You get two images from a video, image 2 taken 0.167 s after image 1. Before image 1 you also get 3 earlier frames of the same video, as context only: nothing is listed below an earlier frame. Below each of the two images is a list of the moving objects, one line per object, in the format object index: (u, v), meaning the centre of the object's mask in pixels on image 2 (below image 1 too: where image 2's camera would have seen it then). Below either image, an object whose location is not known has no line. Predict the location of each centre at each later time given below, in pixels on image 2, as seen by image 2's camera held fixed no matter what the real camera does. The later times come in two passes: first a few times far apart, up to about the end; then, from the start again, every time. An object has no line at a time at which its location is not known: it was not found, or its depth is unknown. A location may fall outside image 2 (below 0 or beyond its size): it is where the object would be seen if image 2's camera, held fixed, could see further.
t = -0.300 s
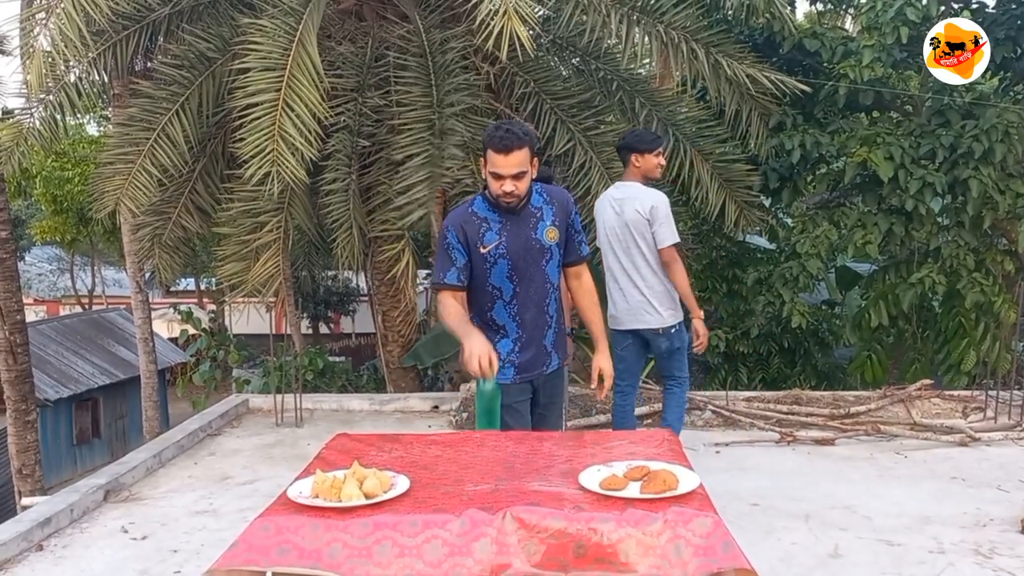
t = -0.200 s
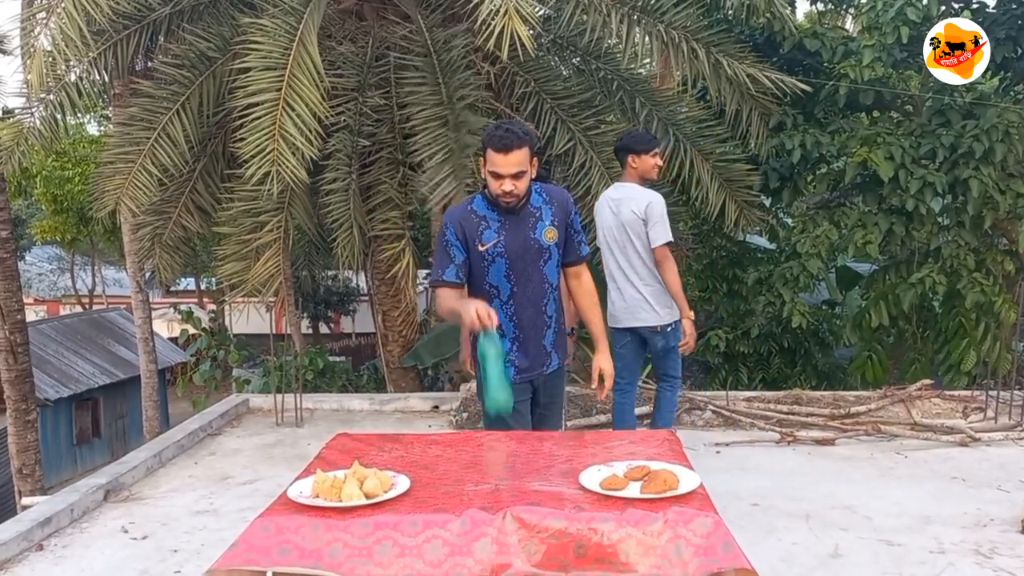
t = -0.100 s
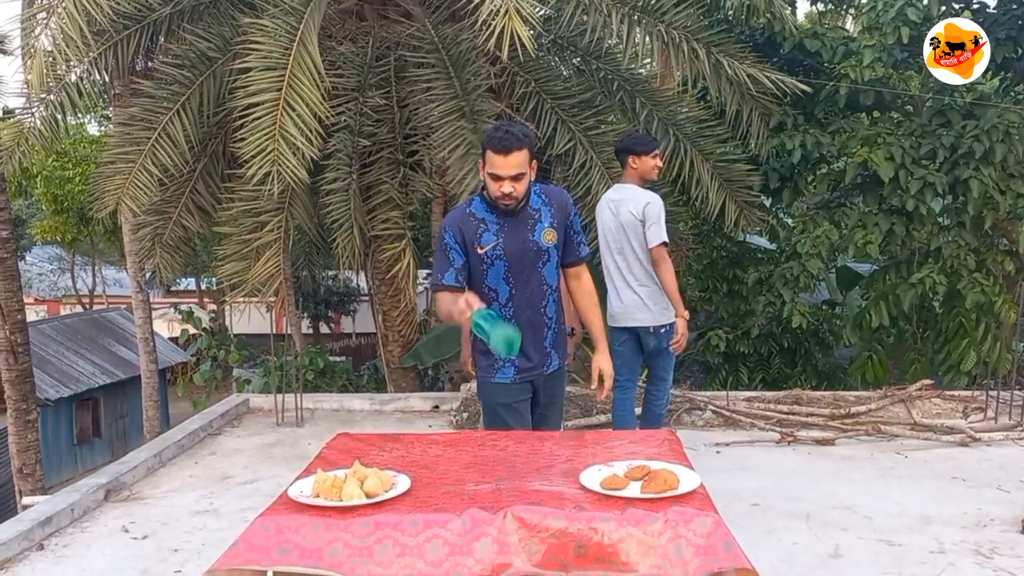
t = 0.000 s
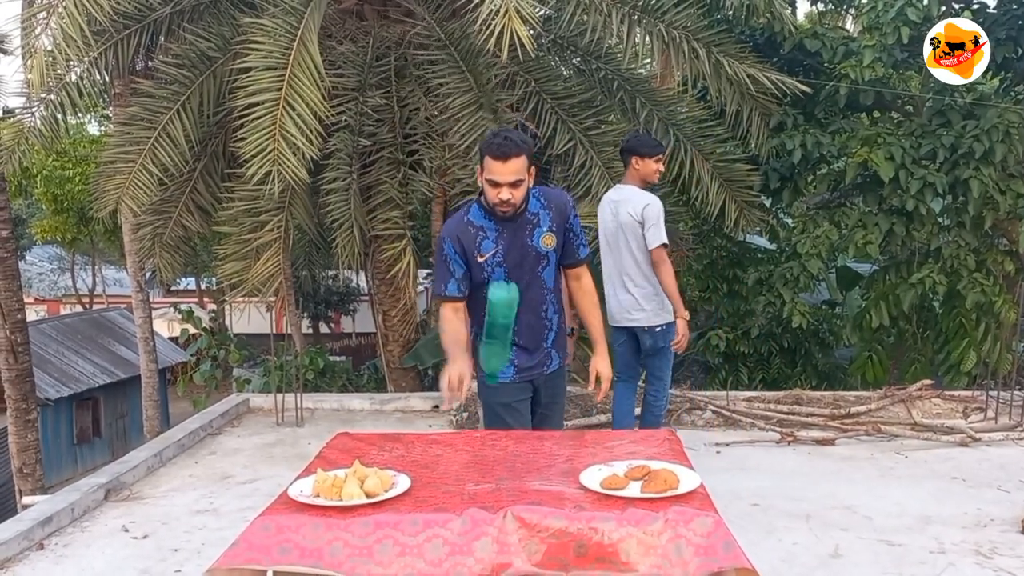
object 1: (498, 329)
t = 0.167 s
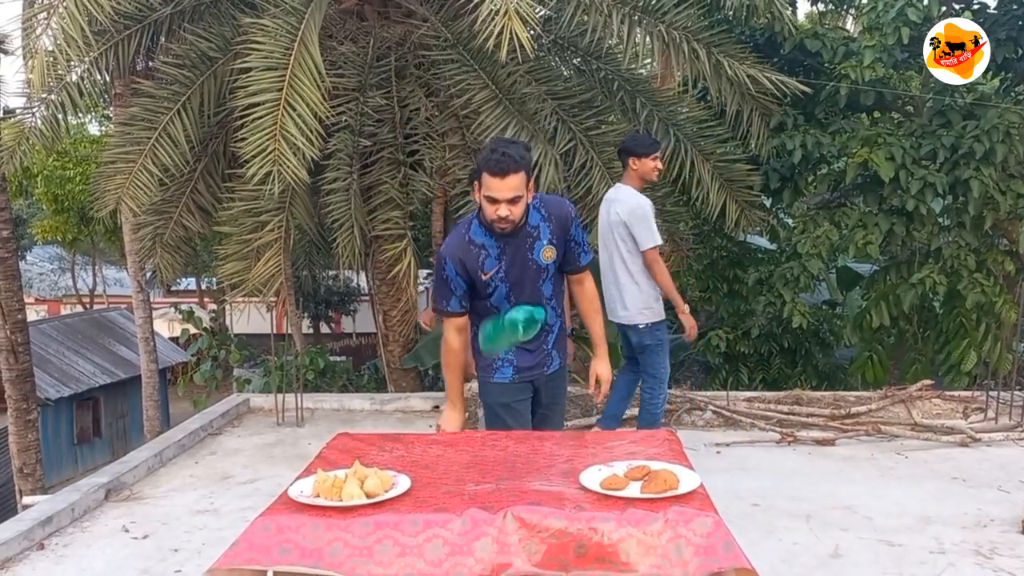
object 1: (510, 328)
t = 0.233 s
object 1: (509, 367)
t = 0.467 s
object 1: (510, 471)
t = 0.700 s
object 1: (489, 476)
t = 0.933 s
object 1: (473, 478)
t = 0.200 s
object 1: (509, 345)
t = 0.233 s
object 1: (509, 367)
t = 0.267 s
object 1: (510, 392)
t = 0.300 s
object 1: (509, 420)
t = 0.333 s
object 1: (510, 427)
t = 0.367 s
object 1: (512, 438)
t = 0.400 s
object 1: (513, 456)
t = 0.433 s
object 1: (512, 469)
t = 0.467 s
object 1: (510, 471)
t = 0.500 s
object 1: (506, 472)
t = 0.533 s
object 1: (503, 473)
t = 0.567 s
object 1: (499, 474)
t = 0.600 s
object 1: (496, 474)
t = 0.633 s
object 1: (493, 475)
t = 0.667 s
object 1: (491, 475)
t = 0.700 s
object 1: (489, 476)
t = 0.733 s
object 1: (486, 476)
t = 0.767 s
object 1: (484, 477)
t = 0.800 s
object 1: (481, 477)
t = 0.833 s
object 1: (479, 477)
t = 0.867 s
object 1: (477, 478)
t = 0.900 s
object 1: (475, 478)
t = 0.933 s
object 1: (473, 478)
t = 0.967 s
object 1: (472, 479)
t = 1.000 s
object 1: (470, 479)
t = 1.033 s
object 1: (469, 479)
